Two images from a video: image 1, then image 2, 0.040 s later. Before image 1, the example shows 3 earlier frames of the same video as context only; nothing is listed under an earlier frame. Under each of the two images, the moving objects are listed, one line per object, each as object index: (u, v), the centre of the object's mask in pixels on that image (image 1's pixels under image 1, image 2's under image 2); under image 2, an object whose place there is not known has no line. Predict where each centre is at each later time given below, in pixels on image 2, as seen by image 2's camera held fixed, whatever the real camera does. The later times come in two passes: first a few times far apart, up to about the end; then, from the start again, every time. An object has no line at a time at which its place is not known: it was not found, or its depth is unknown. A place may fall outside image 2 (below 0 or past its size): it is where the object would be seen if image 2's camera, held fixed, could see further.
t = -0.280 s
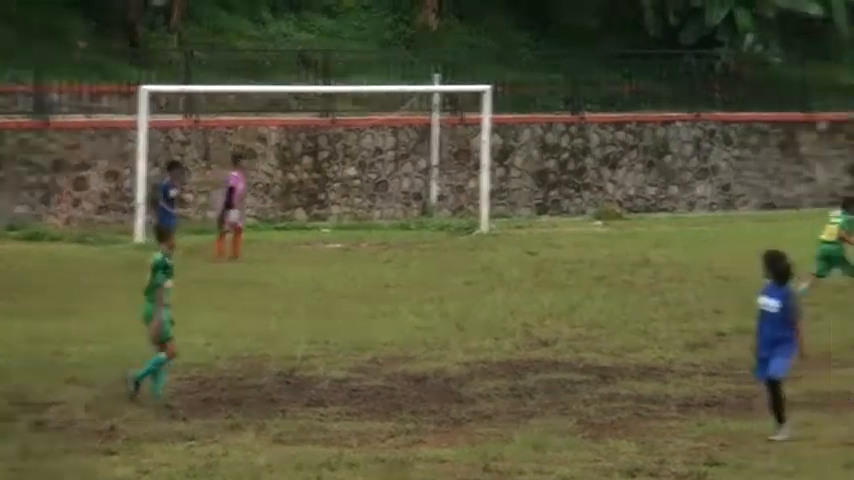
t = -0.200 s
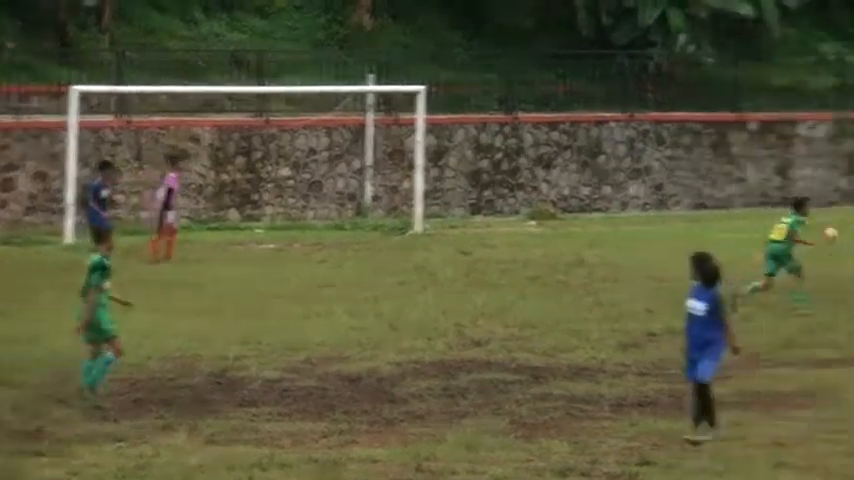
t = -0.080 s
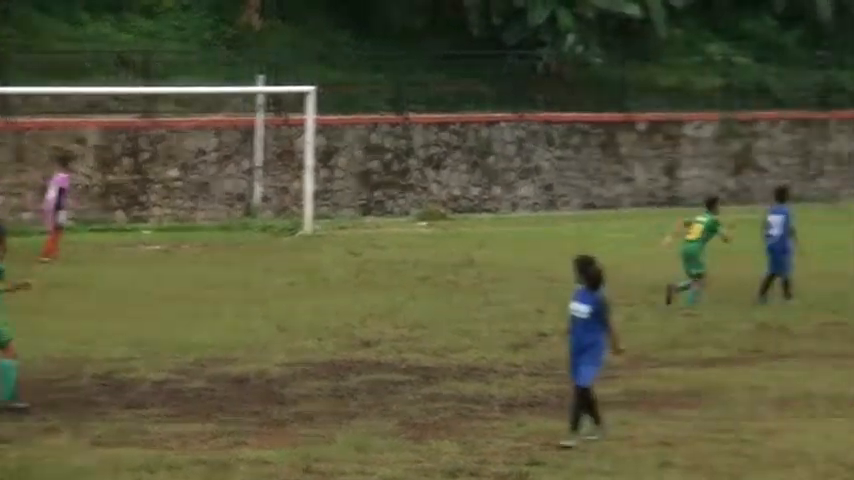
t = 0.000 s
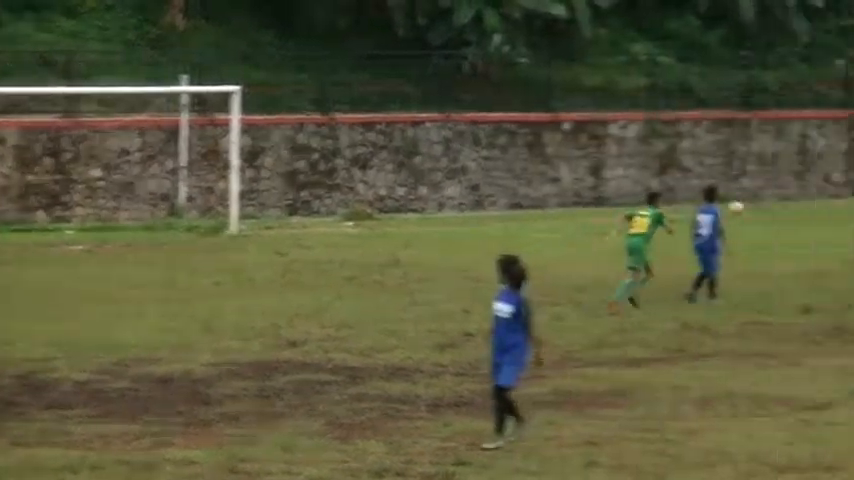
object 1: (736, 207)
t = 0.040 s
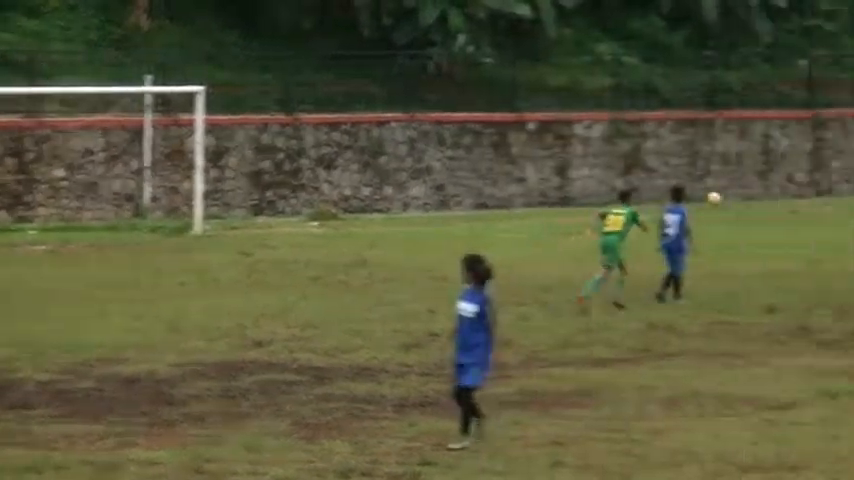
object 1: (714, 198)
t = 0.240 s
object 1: (784, 166)
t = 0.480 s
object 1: (861, 166)
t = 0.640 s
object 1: (908, 189)
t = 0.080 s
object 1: (728, 190)
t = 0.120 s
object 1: (742, 182)
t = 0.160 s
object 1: (756, 176)
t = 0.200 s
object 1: (770, 170)
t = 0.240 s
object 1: (784, 166)
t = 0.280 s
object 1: (797, 164)
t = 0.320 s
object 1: (810, 163)
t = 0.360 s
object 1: (823, 162)
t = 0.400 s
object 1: (836, 162)
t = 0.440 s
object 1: (849, 164)
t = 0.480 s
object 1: (861, 166)
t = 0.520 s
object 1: (874, 171)
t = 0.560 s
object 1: (885, 176)
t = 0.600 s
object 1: (897, 181)
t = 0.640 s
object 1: (908, 189)
